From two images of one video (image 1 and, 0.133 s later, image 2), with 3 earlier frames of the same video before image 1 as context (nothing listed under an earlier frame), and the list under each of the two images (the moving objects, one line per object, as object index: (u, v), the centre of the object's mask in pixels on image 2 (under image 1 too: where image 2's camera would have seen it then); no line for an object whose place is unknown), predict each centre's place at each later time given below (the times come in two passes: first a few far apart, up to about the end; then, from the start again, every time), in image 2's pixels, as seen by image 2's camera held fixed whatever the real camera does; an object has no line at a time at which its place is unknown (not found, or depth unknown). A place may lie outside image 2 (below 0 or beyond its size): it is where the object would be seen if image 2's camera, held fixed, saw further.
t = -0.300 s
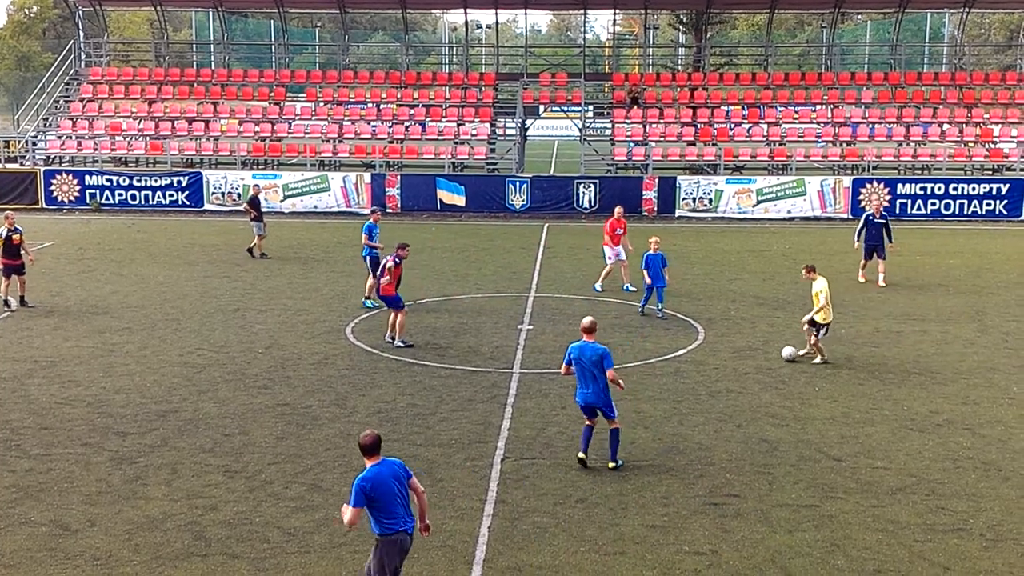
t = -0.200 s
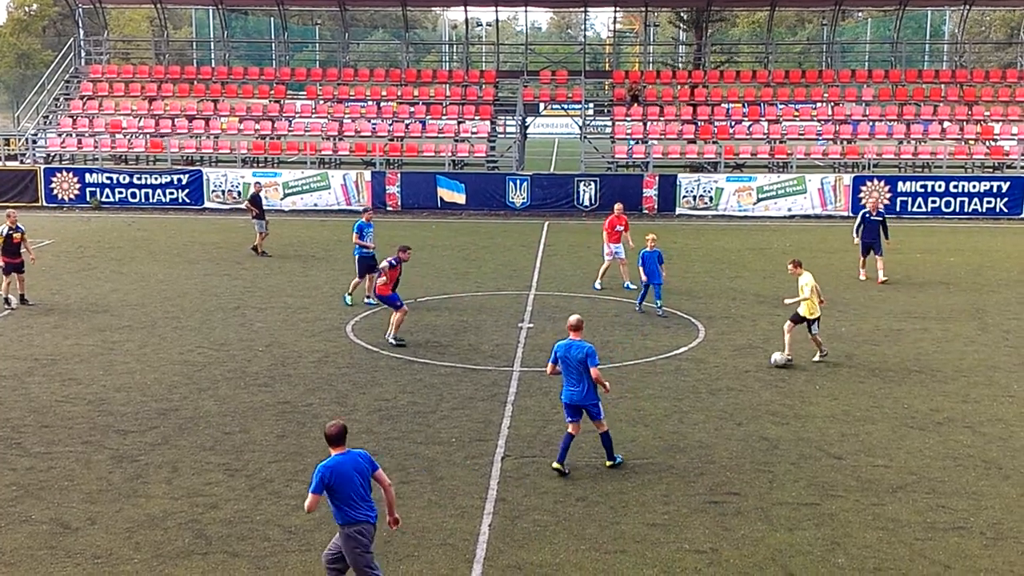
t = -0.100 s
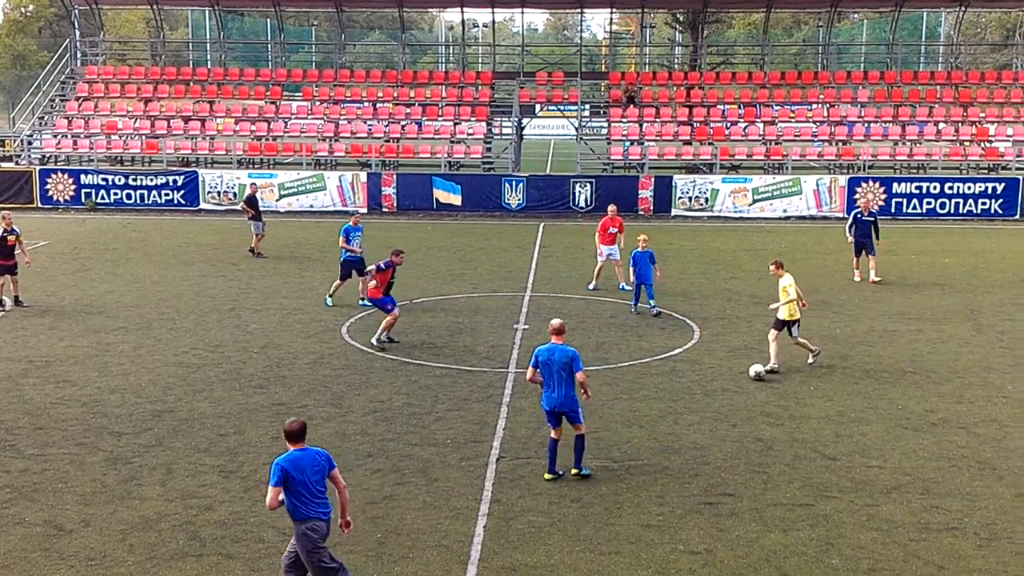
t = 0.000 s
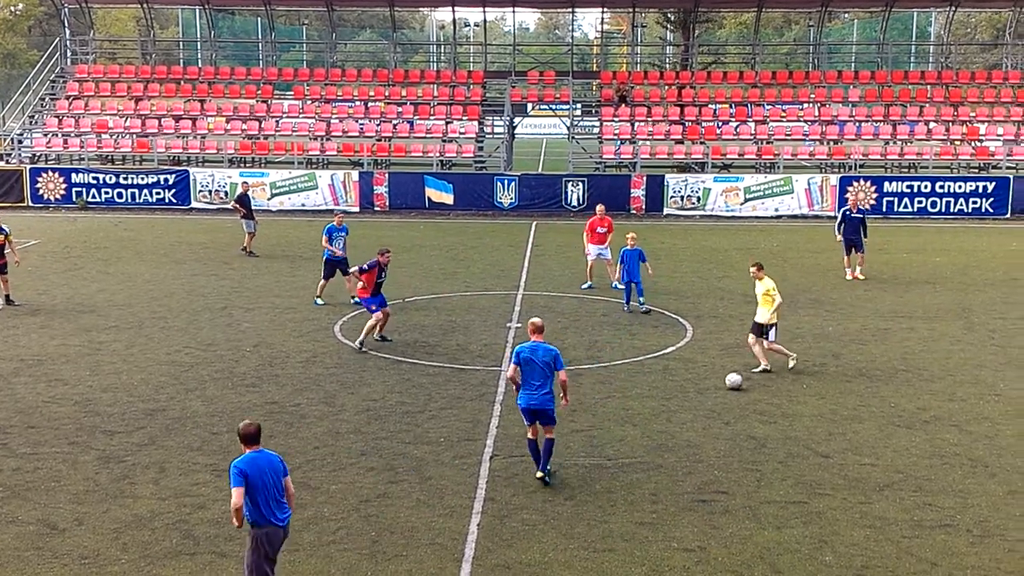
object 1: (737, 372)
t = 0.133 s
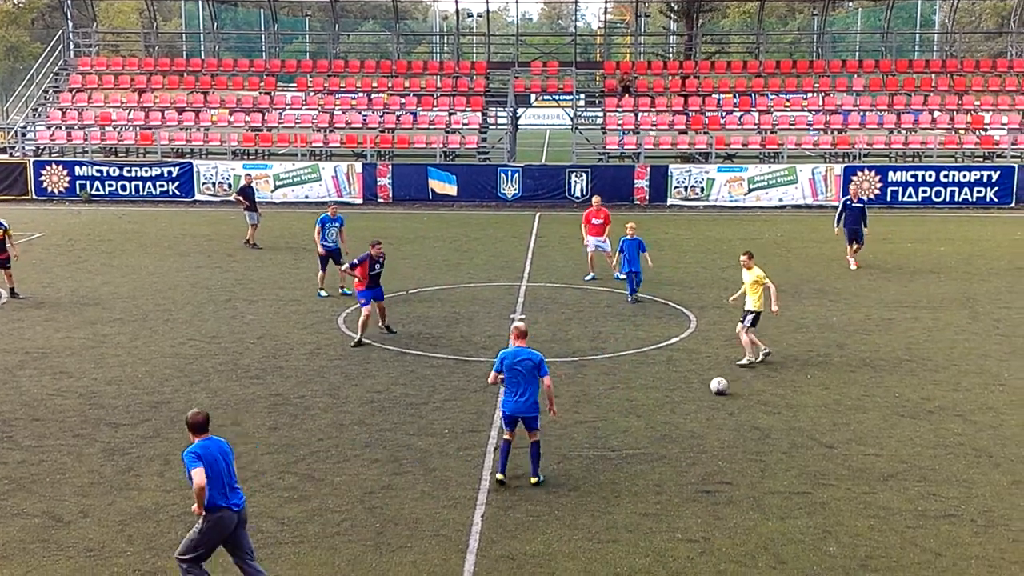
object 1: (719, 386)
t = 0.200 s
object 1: (710, 393)
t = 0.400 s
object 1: (686, 412)
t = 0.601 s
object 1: (662, 434)
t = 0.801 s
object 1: (636, 457)
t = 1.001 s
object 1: (610, 482)
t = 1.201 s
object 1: (579, 510)
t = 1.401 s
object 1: (547, 542)
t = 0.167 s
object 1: (714, 389)
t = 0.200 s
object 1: (710, 393)
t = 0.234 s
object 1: (706, 396)
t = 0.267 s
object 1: (702, 399)
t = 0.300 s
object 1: (698, 402)
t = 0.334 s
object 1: (694, 406)
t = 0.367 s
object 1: (689, 409)
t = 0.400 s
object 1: (686, 412)
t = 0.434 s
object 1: (683, 416)
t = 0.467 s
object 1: (679, 419)
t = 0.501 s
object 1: (674, 423)
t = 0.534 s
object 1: (670, 426)
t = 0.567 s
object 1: (667, 430)
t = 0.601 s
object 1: (662, 434)
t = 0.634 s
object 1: (658, 437)
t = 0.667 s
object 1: (654, 441)
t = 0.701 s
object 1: (649, 443)
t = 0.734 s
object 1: (645, 447)
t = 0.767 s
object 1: (641, 452)
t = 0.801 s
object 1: (636, 457)
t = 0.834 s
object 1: (633, 461)
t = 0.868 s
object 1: (628, 465)
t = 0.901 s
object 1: (623, 469)
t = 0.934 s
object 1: (619, 474)
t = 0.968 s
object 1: (614, 477)
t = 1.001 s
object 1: (610, 482)
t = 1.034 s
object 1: (604, 486)
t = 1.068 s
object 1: (600, 491)
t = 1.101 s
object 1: (595, 496)
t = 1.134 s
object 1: (590, 500)
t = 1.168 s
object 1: (585, 505)
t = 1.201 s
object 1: (579, 510)
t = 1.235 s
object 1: (574, 514)
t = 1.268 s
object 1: (569, 520)
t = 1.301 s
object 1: (564, 526)
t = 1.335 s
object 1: (557, 530)
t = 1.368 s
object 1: (553, 536)
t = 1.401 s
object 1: (547, 542)
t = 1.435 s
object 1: (541, 547)
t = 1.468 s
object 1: (535, 553)
